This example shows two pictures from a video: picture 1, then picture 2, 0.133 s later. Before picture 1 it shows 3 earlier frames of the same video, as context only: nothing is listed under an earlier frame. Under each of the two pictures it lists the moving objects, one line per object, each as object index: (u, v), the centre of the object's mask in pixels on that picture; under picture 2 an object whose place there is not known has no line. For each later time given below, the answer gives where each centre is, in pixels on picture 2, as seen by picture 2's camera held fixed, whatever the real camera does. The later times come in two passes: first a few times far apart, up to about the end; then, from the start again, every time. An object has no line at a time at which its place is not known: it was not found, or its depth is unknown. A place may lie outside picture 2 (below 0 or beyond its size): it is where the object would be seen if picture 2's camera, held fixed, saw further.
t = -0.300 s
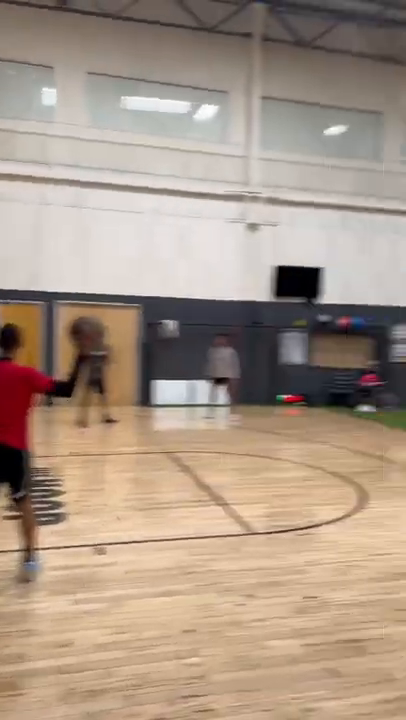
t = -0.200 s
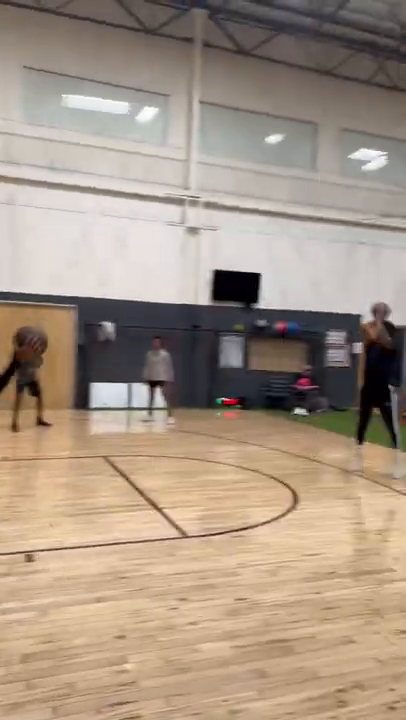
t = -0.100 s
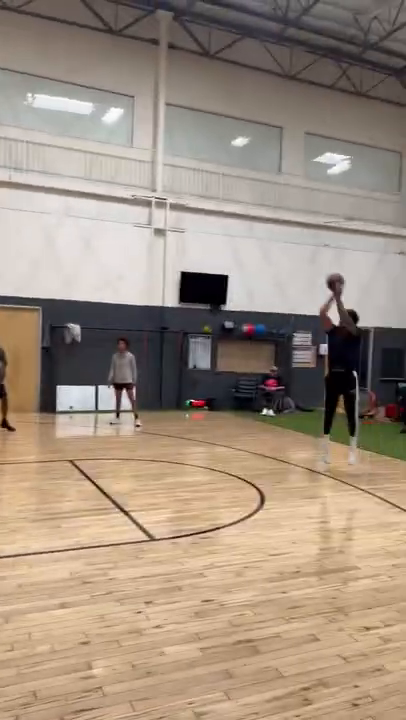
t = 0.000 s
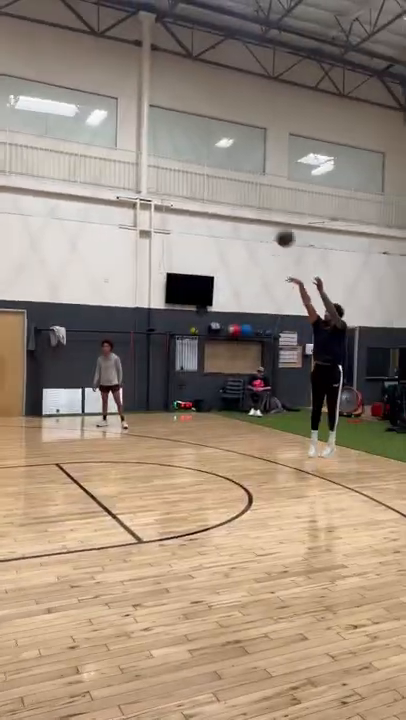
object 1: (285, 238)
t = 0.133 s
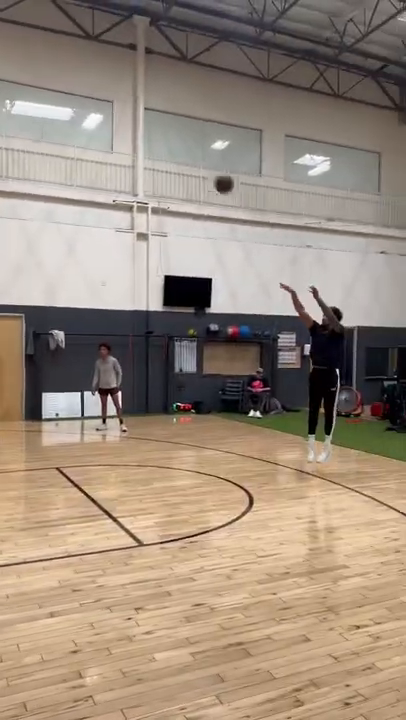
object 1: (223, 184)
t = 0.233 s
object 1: (175, 148)
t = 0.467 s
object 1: (50, 90)
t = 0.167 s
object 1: (208, 171)
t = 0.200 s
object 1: (192, 159)
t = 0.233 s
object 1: (175, 148)
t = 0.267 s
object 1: (159, 137)
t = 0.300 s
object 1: (142, 128)
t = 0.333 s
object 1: (124, 119)
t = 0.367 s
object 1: (106, 110)
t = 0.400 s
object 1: (87, 102)
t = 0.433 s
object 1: (69, 96)
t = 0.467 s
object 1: (50, 90)
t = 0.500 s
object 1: (30, 85)
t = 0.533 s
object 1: (10, 81)
